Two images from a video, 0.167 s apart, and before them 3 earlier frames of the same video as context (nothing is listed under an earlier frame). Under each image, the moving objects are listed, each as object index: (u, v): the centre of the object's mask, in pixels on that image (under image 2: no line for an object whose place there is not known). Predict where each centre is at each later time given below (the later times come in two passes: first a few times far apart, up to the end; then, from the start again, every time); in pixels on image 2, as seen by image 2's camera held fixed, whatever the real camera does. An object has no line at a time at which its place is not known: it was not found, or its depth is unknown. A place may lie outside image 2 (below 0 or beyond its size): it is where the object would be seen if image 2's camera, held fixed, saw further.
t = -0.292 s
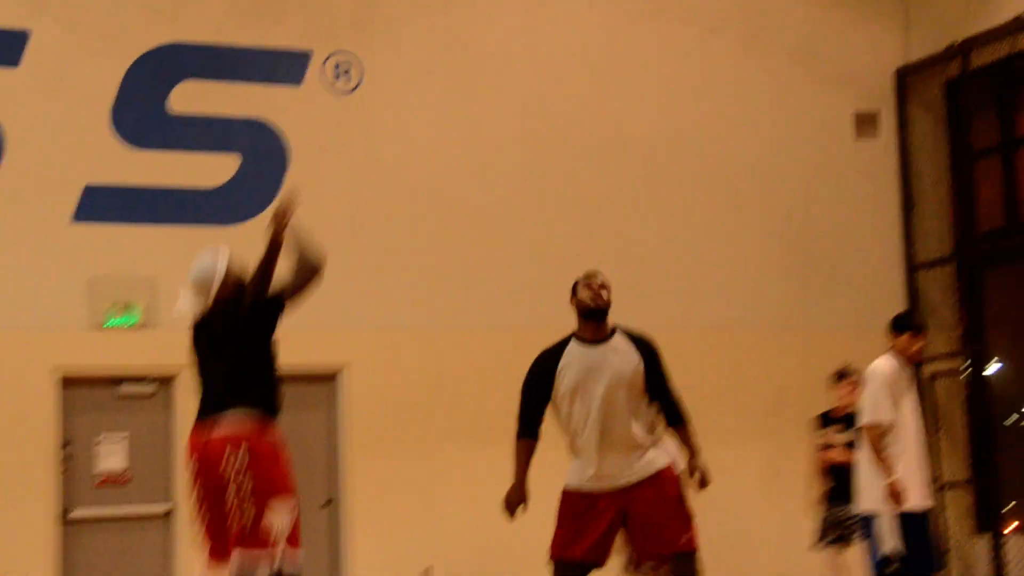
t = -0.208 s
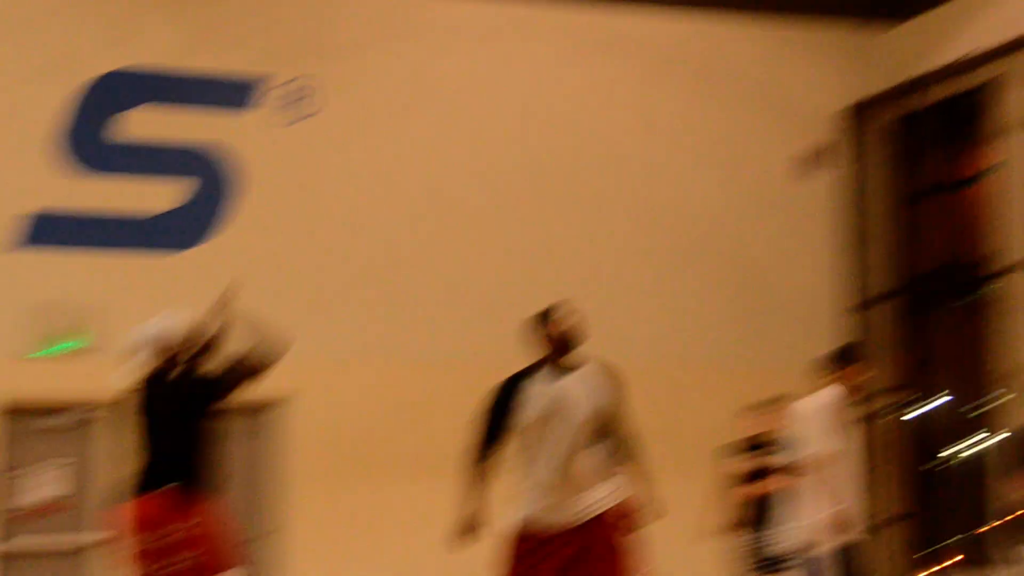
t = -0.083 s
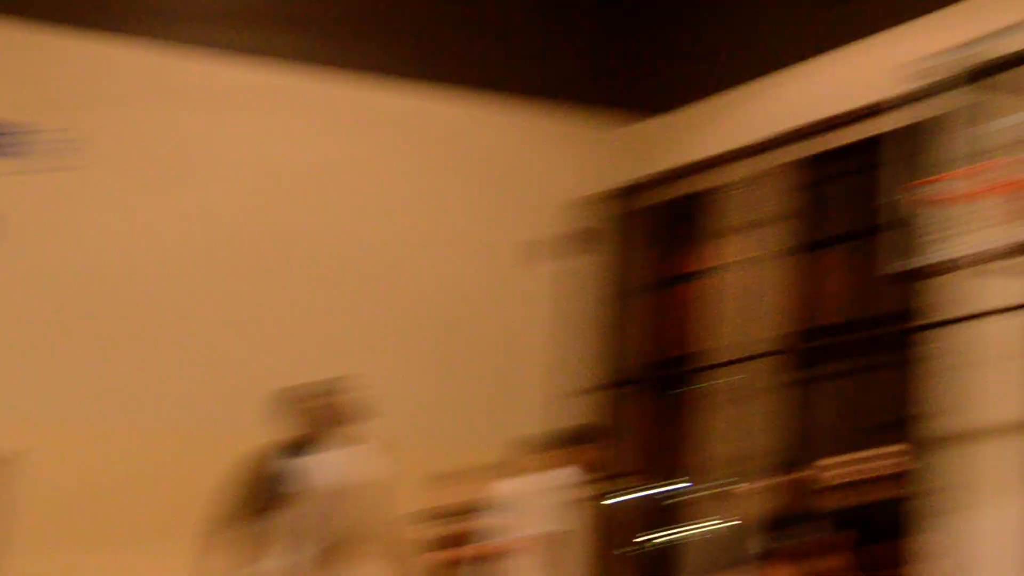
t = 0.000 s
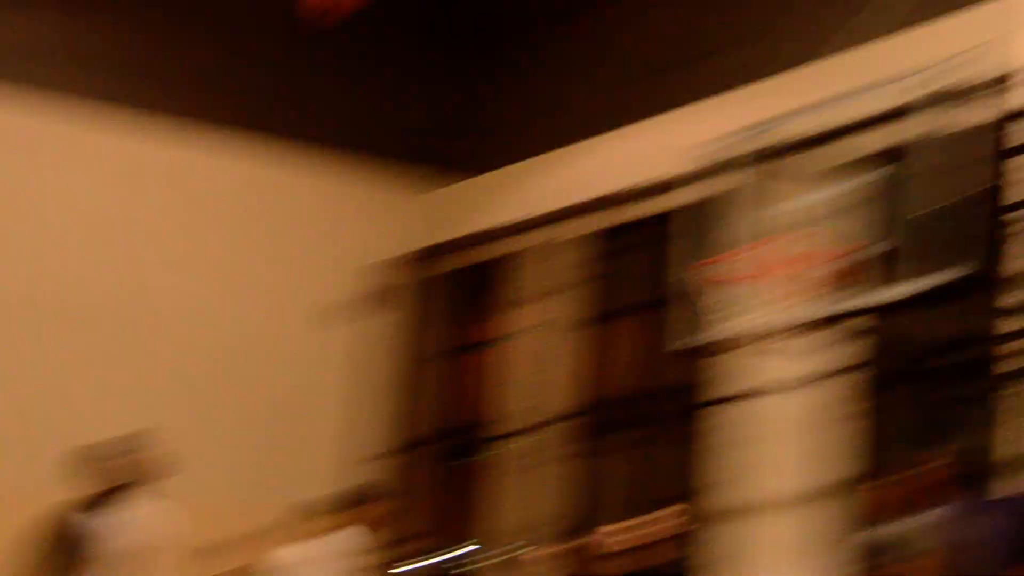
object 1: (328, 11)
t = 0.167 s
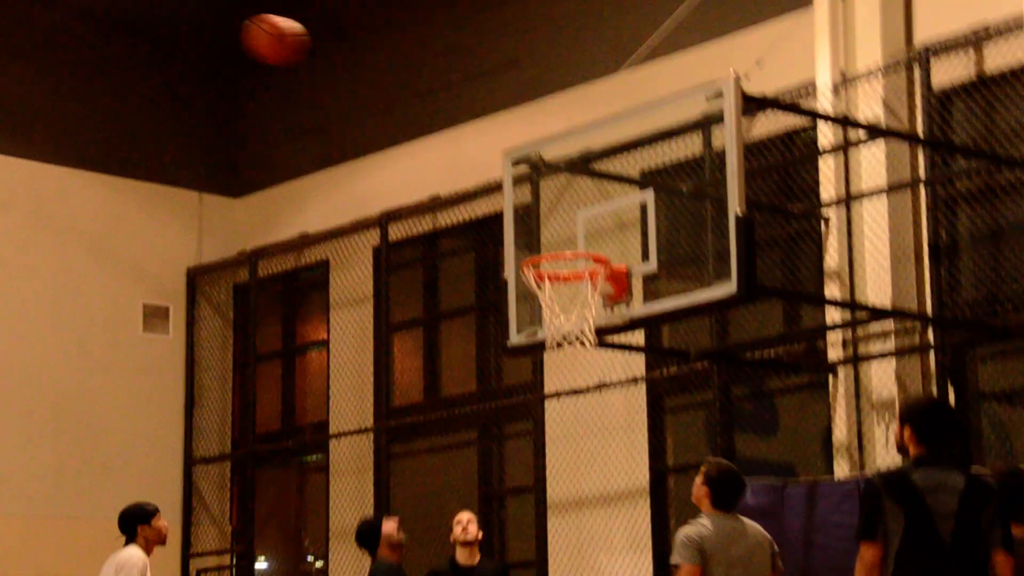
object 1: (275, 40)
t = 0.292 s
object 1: (380, 95)
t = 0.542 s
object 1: (551, 229)
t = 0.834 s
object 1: (554, 228)
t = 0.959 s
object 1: (559, 283)
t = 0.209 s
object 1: (310, 56)
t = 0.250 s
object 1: (346, 76)
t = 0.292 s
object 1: (380, 95)
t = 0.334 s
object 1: (415, 116)
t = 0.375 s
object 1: (448, 144)
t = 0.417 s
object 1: (482, 172)
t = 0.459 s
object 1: (521, 208)
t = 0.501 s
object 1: (548, 235)
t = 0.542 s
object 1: (551, 229)
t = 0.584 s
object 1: (551, 219)
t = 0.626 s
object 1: (551, 213)
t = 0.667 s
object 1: (552, 210)
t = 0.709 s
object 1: (552, 210)
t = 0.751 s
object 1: (553, 212)
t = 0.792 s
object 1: (554, 218)
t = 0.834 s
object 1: (554, 228)
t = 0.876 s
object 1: (556, 241)
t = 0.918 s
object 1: (557, 259)
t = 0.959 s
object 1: (559, 283)
